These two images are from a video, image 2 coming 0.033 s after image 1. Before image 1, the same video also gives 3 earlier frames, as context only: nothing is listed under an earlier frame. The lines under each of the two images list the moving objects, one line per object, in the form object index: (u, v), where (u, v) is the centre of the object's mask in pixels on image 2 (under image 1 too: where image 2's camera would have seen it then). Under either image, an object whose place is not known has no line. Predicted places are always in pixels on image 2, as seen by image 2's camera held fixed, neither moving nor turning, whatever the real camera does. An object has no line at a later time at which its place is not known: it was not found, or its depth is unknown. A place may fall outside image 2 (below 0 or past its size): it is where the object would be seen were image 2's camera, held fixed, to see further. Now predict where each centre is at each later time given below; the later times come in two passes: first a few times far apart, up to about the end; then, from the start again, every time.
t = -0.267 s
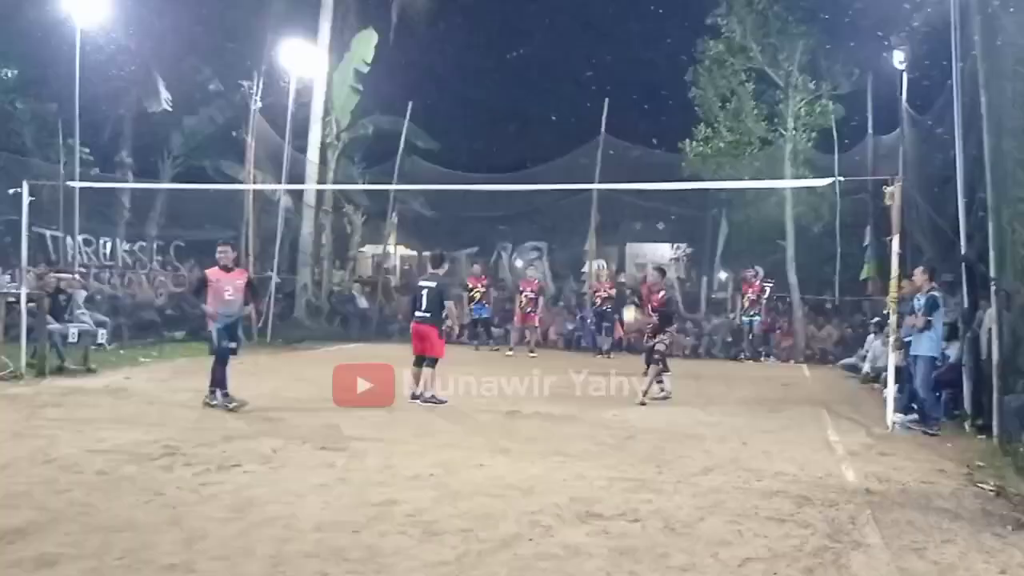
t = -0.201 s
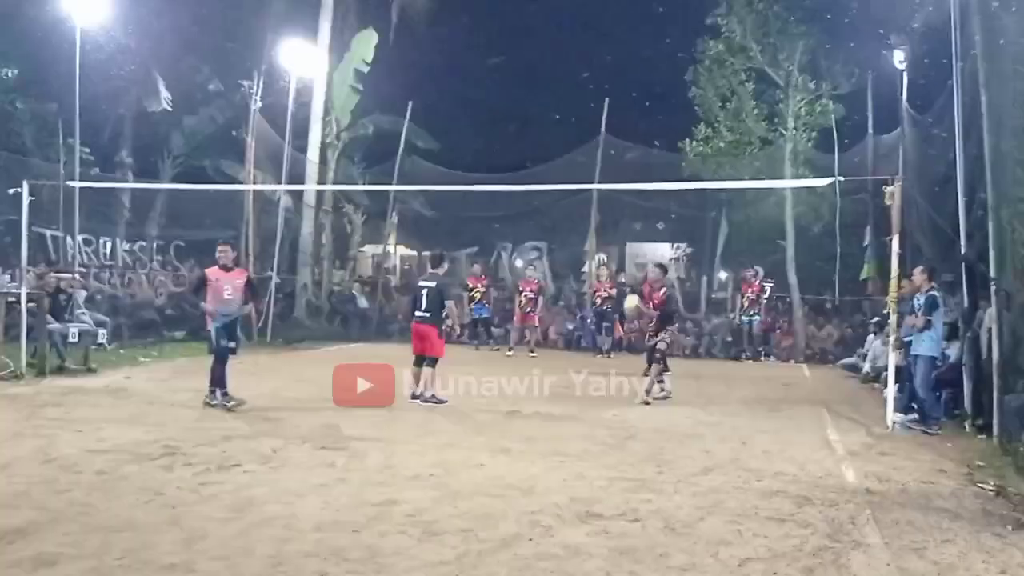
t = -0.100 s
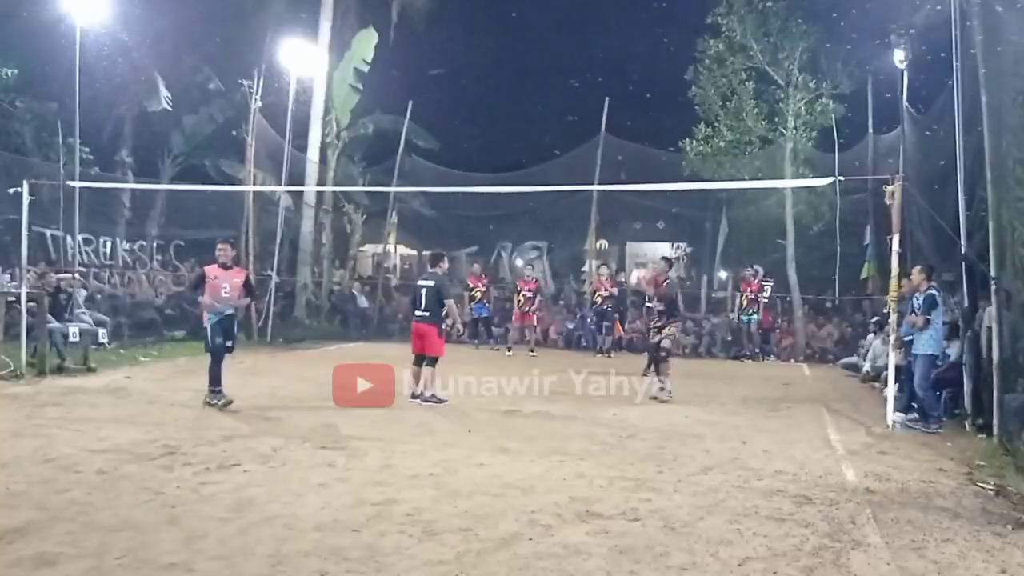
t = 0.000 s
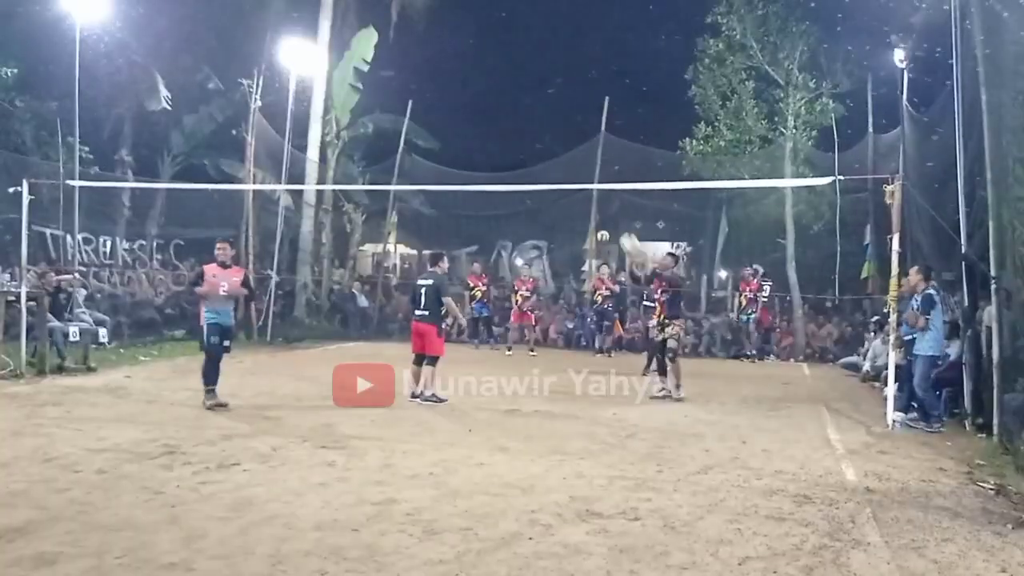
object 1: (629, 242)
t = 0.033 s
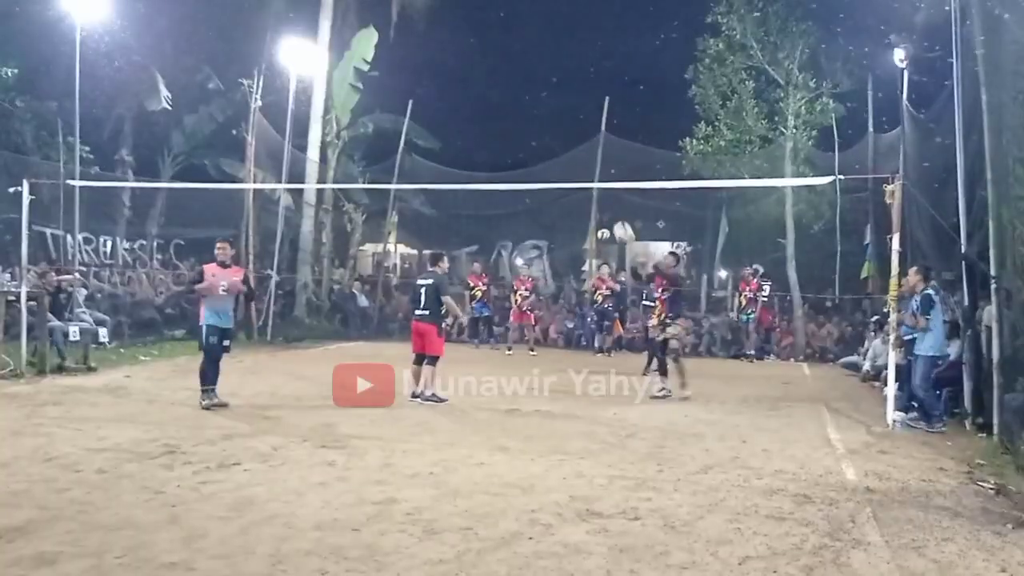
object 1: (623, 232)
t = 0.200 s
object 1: (585, 186)
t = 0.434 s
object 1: (531, 160)
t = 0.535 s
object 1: (507, 163)
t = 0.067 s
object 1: (616, 221)
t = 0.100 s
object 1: (608, 211)
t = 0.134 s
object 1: (601, 202)
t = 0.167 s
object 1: (593, 195)
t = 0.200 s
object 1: (585, 186)
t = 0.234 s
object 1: (576, 177)
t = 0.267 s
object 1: (570, 174)
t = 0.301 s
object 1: (562, 169)
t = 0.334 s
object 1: (554, 166)
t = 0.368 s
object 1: (546, 163)
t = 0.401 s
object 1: (539, 161)
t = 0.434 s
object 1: (531, 160)
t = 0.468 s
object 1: (523, 160)
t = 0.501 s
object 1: (515, 161)
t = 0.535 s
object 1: (507, 163)
